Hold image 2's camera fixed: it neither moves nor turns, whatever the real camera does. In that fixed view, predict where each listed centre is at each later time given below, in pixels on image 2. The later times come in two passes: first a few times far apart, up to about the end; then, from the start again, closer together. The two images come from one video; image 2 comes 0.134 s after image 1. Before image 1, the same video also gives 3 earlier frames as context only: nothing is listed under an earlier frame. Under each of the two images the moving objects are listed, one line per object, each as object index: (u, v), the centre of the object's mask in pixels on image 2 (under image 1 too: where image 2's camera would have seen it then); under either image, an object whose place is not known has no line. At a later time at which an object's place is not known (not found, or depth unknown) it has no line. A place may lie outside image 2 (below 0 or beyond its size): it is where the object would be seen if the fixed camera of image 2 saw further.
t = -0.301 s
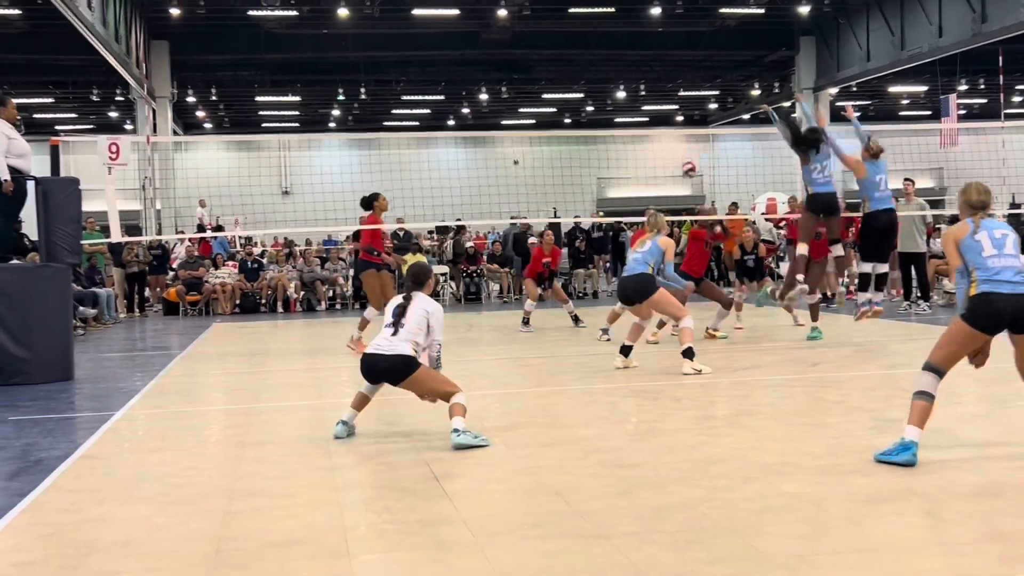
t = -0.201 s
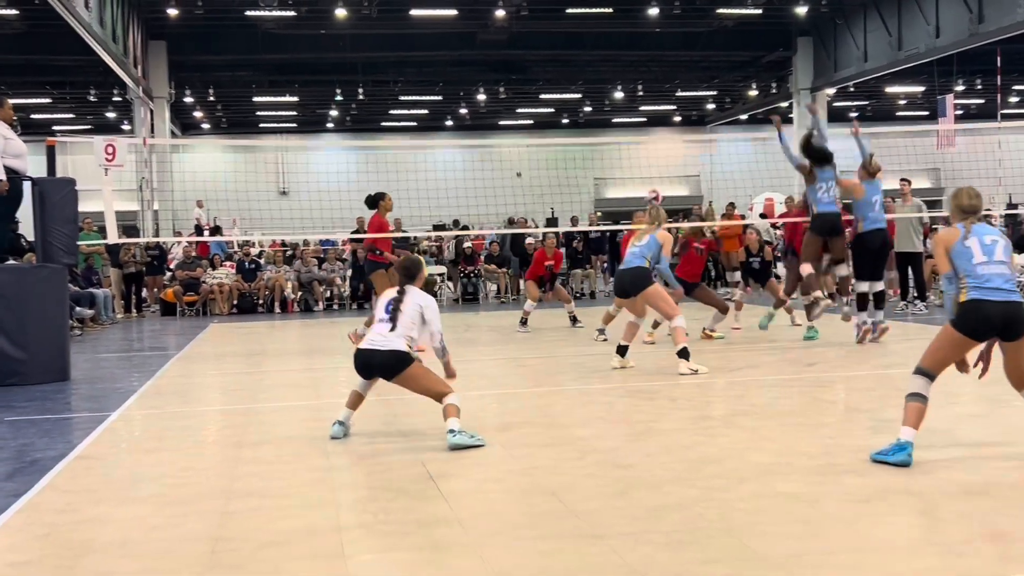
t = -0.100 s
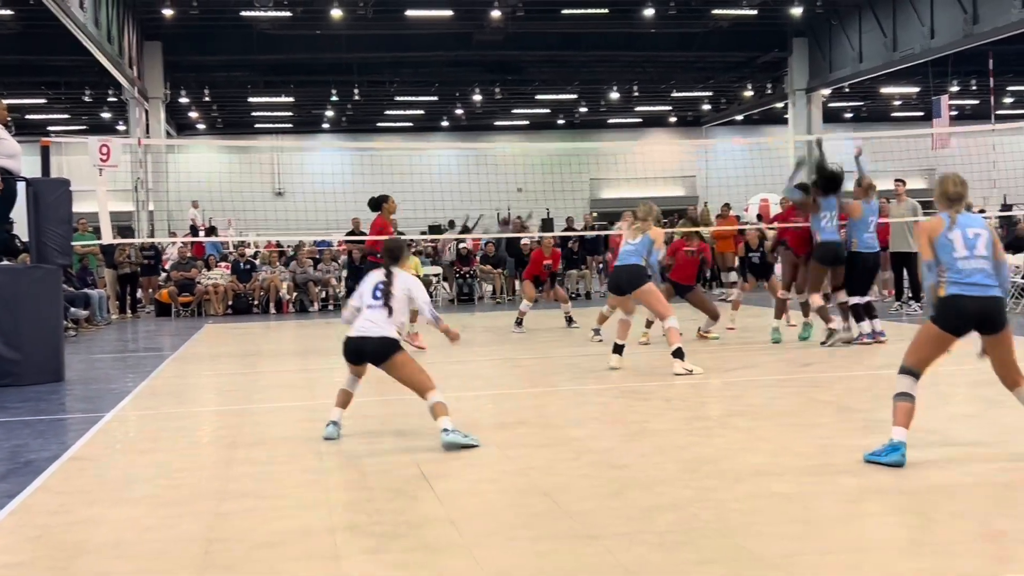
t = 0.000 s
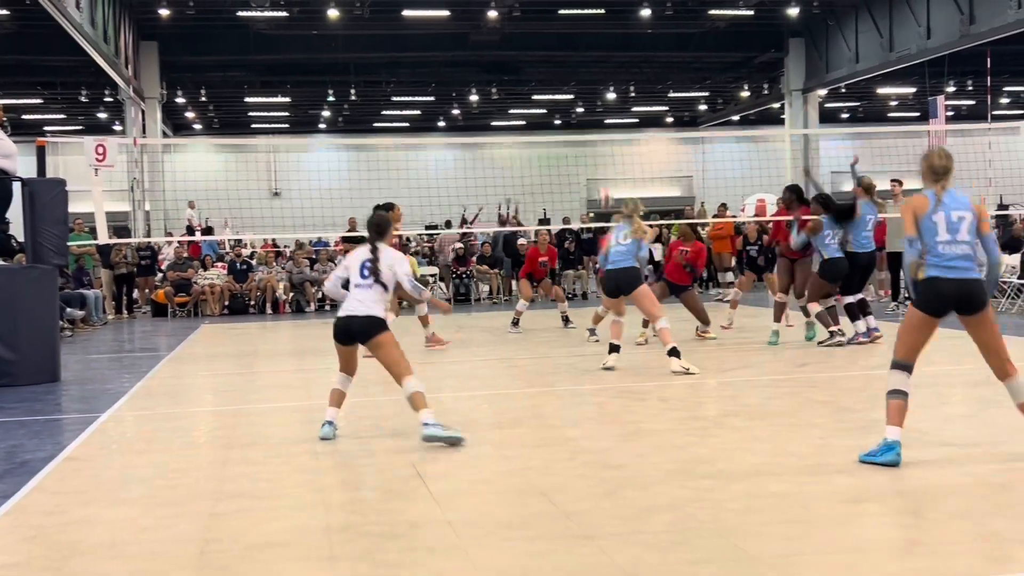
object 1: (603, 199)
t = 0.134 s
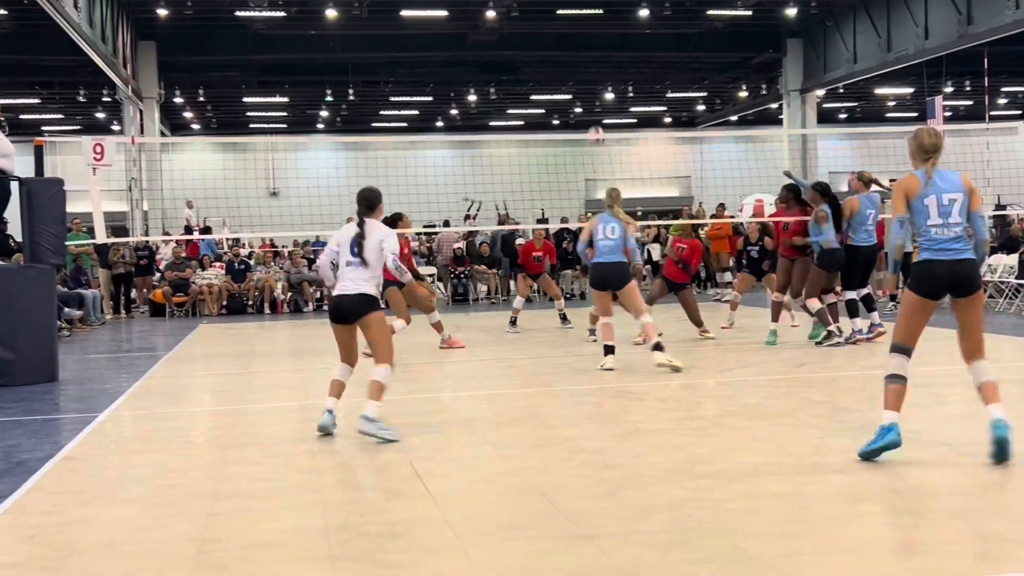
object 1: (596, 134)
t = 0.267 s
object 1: (590, 91)
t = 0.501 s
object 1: (578, 49)
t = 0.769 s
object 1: (570, 51)
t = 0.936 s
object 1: (564, 80)
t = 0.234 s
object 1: (590, 100)
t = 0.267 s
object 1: (590, 91)
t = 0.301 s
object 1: (588, 82)
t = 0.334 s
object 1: (587, 74)
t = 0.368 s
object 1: (585, 67)
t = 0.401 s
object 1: (583, 61)
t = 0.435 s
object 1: (581, 56)
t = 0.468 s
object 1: (580, 52)
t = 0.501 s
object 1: (578, 49)
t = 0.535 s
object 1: (577, 46)
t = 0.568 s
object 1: (576, 45)
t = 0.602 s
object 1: (575, 45)
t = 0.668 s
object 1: (573, 45)
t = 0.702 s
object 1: (572, 46)
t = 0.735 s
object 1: (571, 48)
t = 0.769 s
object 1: (570, 51)
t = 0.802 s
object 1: (569, 56)
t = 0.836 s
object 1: (567, 61)
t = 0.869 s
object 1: (566, 66)
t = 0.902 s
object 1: (565, 72)
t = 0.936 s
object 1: (564, 80)
